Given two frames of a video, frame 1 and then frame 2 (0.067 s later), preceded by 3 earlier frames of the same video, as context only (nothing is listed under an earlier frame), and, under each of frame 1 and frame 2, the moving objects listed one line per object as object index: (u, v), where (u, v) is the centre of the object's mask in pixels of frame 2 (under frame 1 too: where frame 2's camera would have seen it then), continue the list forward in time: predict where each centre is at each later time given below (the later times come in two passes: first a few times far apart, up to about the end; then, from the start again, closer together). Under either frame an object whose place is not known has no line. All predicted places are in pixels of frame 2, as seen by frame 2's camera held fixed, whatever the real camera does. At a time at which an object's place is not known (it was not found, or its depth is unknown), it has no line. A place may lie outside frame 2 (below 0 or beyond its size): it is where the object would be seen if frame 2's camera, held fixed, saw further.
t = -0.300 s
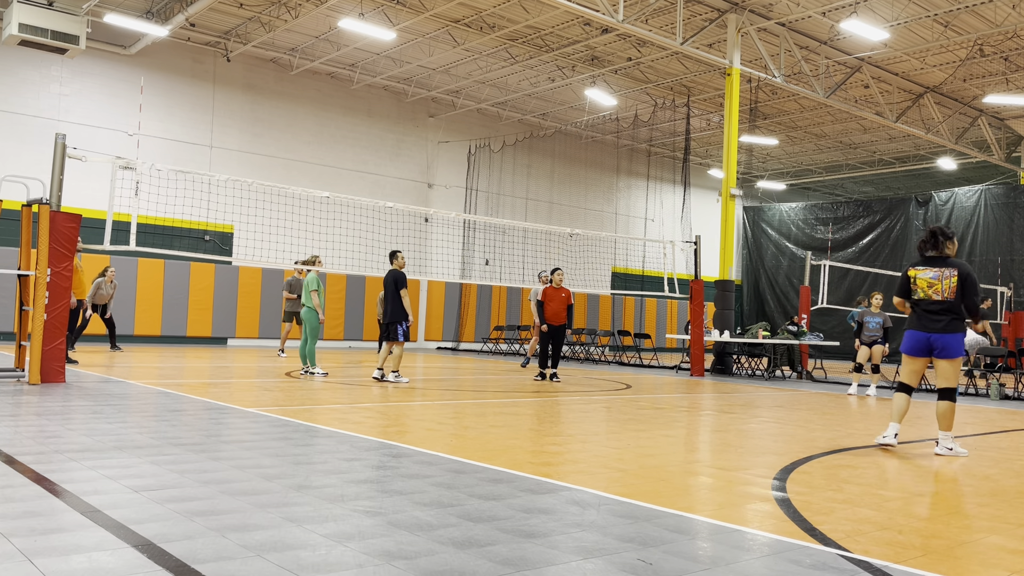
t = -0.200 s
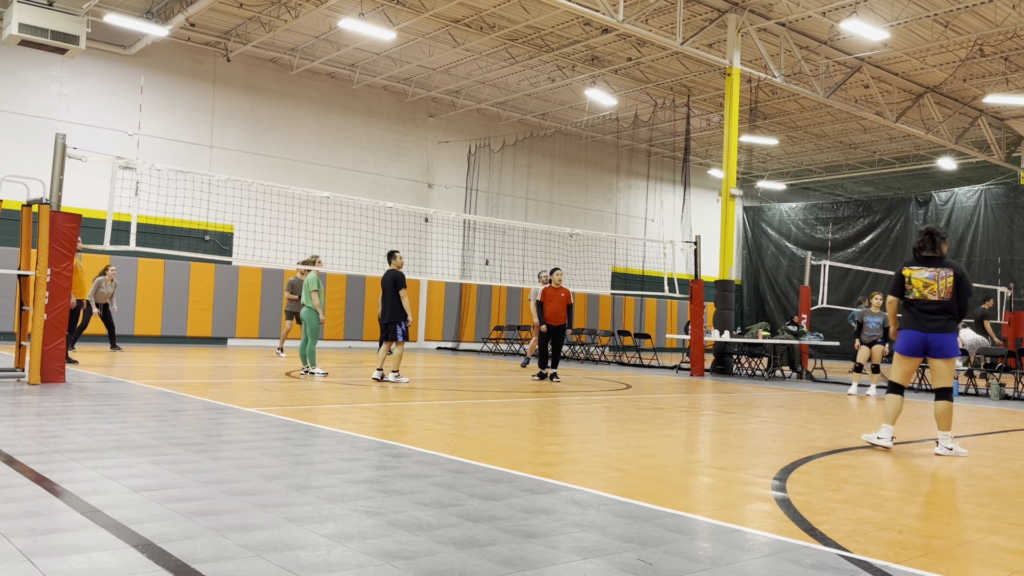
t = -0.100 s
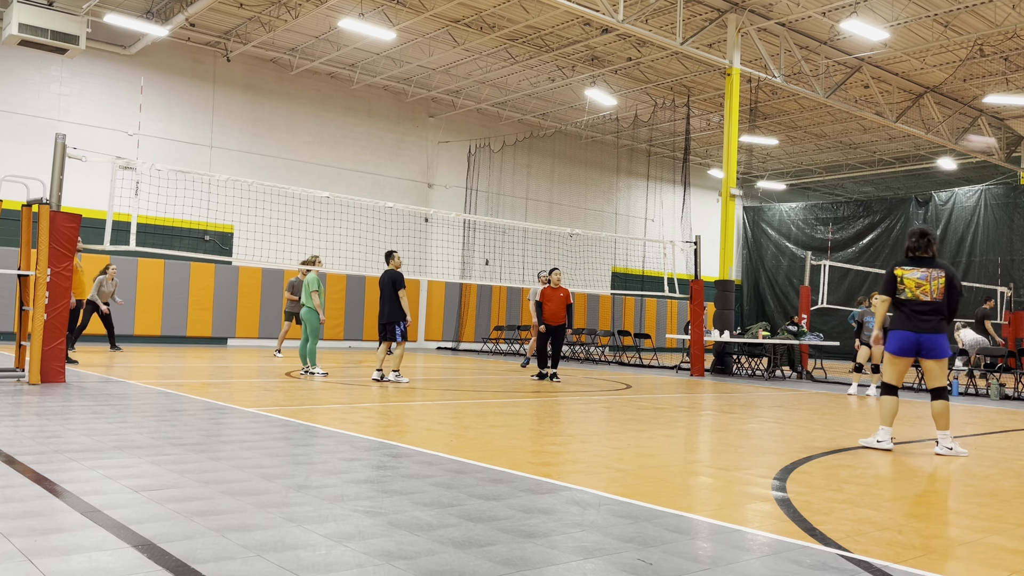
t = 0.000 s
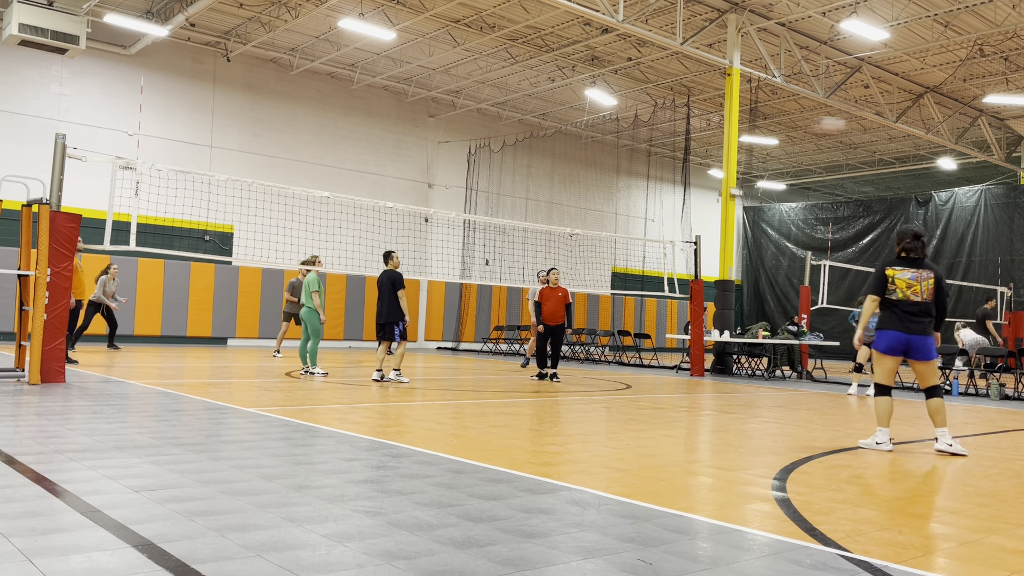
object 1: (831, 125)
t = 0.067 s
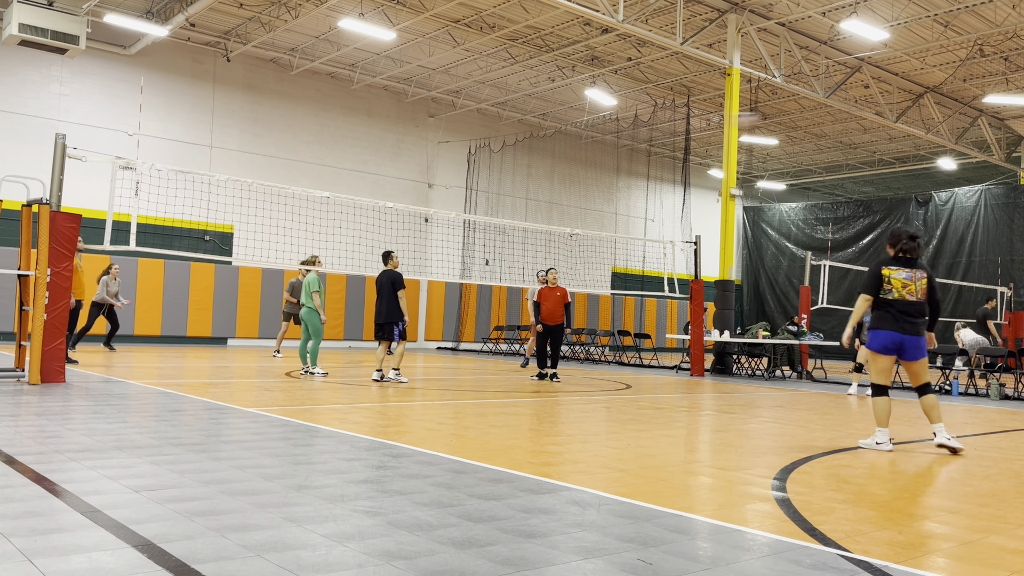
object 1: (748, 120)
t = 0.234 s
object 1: (568, 127)
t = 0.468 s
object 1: (386, 163)
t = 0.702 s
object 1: (248, 219)
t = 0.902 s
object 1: (150, 277)
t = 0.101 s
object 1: (706, 117)
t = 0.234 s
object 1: (568, 127)
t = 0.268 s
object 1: (539, 130)
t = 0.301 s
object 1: (510, 135)
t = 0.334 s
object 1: (484, 139)
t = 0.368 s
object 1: (456, 144)
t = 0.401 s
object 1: (433, 149)
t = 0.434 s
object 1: (409, 156)
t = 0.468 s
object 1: (386, 163)
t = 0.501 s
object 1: (365, 170)
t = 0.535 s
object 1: (343, 178)
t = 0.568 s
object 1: (324, 185)
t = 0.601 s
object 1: (303, 196)
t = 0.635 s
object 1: (284, 202)
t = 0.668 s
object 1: (266, 210)
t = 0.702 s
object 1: (248, 219)
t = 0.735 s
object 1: (230, 229)
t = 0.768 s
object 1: (214, 237)
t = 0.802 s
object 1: (197, 246)
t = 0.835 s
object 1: (180, 257)
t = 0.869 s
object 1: (166, 266)
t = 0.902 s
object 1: (150, 277)
